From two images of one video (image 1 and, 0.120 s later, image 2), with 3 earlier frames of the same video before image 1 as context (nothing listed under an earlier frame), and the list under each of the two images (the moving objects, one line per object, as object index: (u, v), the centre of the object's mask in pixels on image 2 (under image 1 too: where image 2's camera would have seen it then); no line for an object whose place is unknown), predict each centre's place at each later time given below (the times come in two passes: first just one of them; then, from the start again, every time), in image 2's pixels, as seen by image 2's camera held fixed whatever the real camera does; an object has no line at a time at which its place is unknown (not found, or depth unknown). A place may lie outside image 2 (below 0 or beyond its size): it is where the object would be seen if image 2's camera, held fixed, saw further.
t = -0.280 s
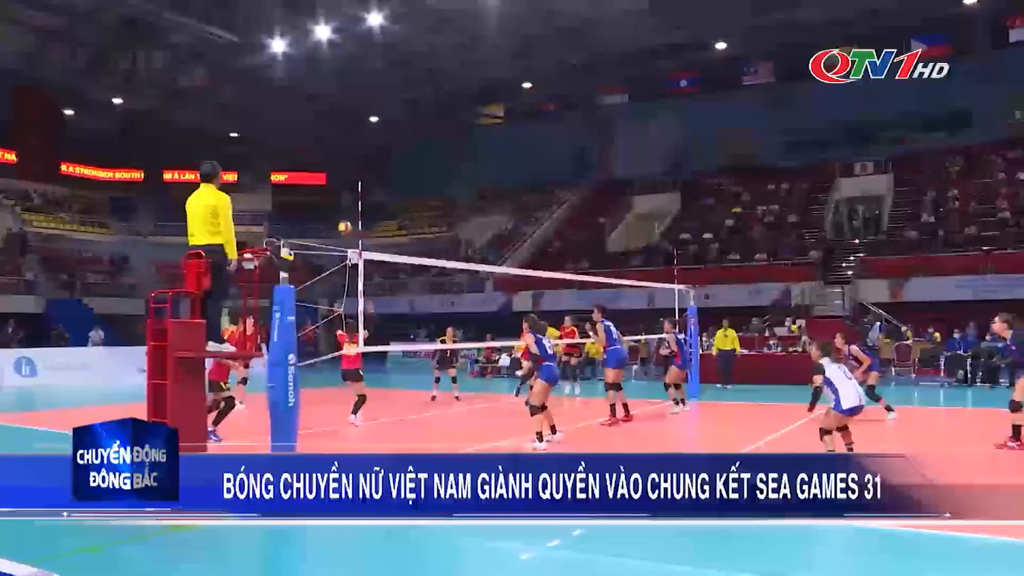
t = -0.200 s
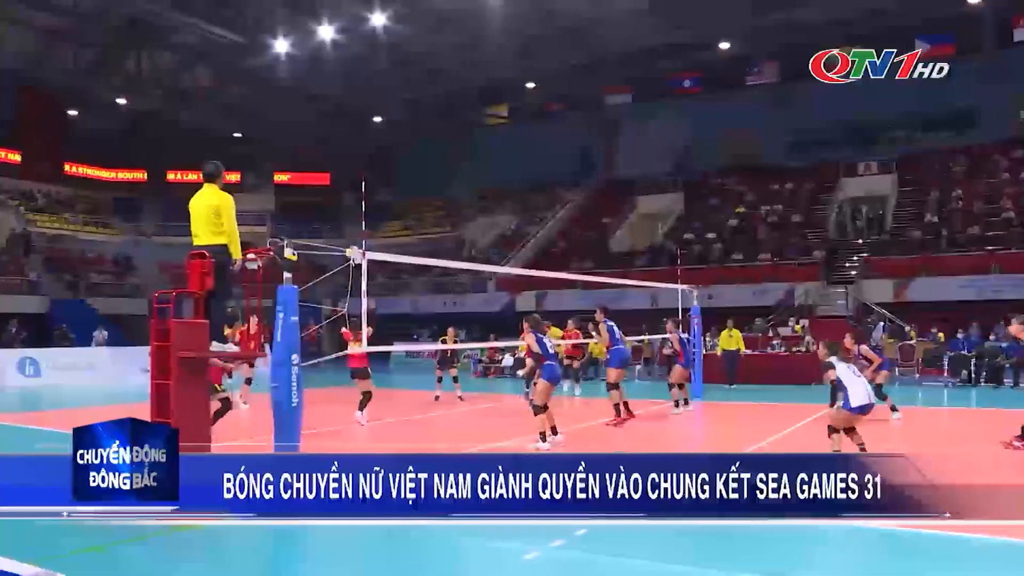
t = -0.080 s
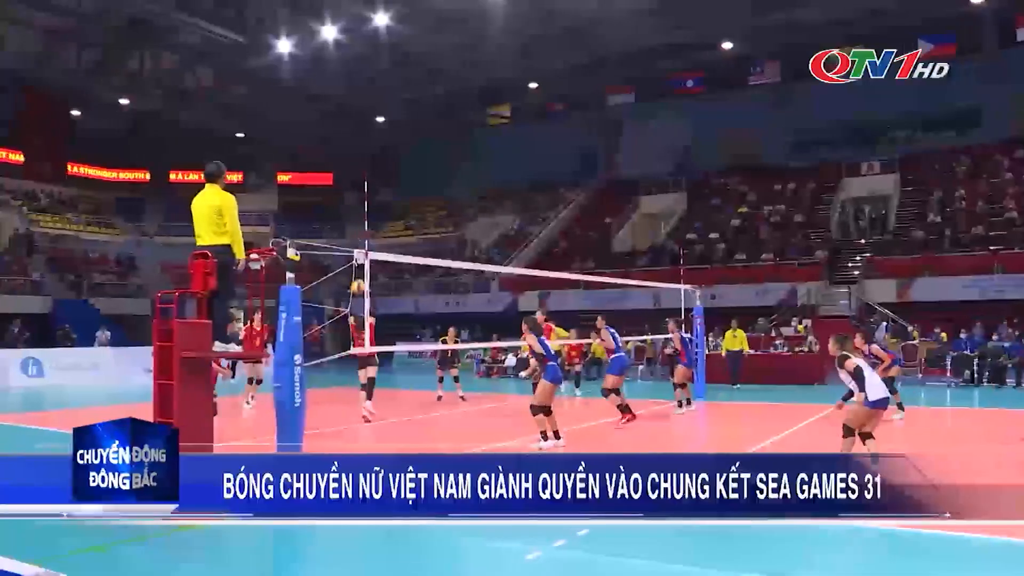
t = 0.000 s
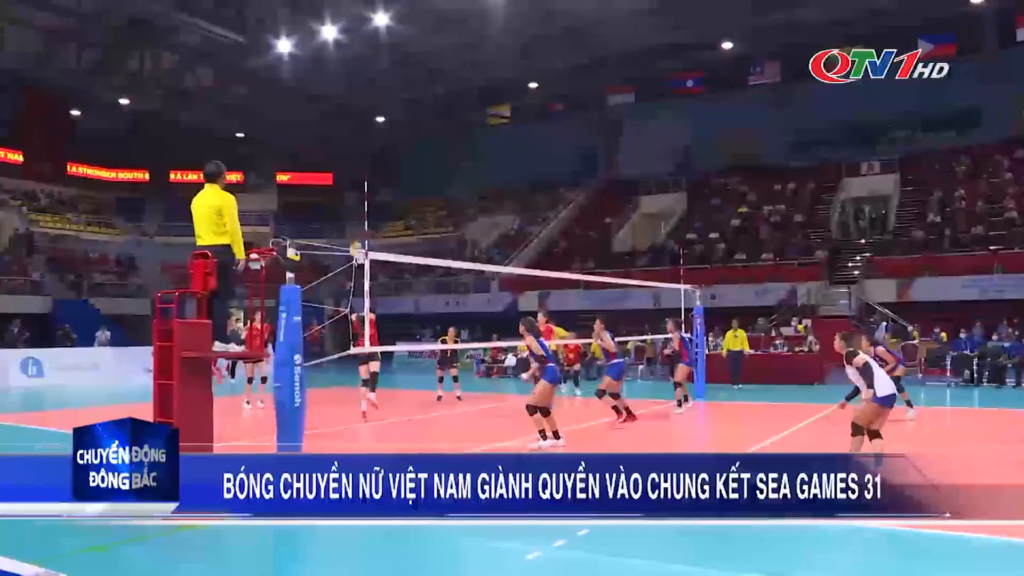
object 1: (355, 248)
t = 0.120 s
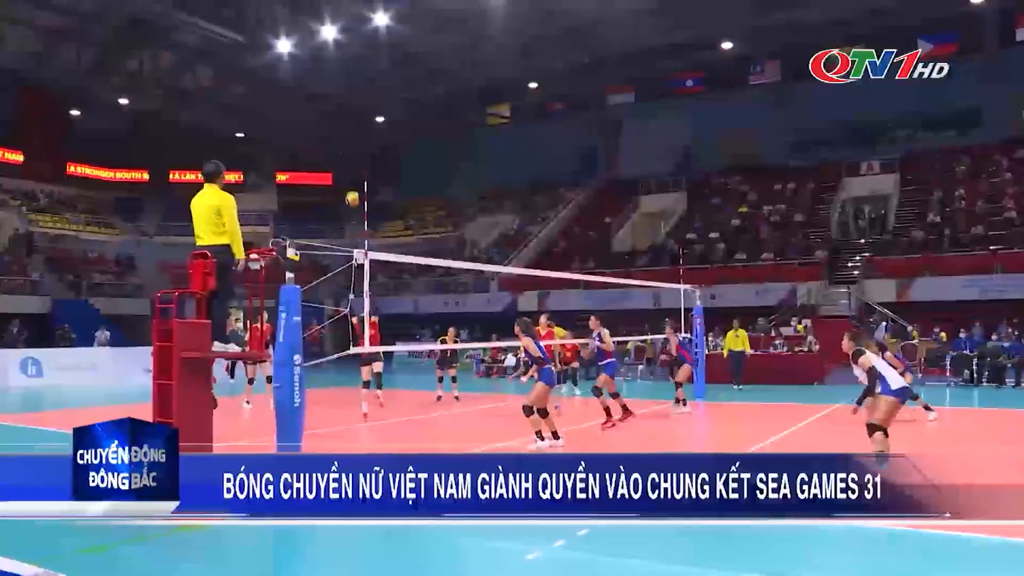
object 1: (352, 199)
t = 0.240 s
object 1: (349, 157)
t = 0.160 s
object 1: (351, 184)
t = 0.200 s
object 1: (350, 169)
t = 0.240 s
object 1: (349, 157)
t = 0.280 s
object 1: (348, 145)
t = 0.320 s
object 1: (347, 133)
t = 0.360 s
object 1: (346, 123)
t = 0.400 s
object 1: (344, 114)
